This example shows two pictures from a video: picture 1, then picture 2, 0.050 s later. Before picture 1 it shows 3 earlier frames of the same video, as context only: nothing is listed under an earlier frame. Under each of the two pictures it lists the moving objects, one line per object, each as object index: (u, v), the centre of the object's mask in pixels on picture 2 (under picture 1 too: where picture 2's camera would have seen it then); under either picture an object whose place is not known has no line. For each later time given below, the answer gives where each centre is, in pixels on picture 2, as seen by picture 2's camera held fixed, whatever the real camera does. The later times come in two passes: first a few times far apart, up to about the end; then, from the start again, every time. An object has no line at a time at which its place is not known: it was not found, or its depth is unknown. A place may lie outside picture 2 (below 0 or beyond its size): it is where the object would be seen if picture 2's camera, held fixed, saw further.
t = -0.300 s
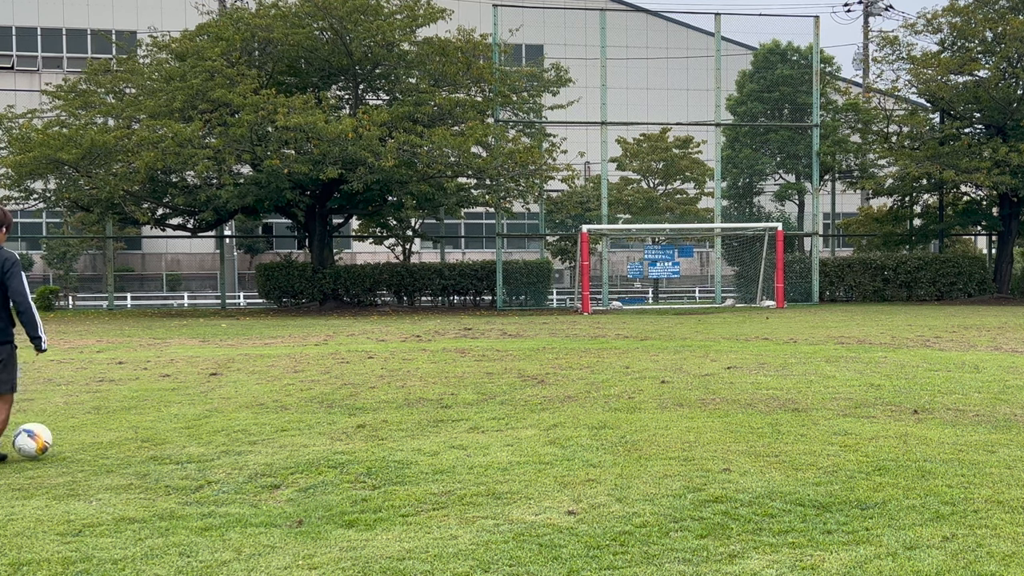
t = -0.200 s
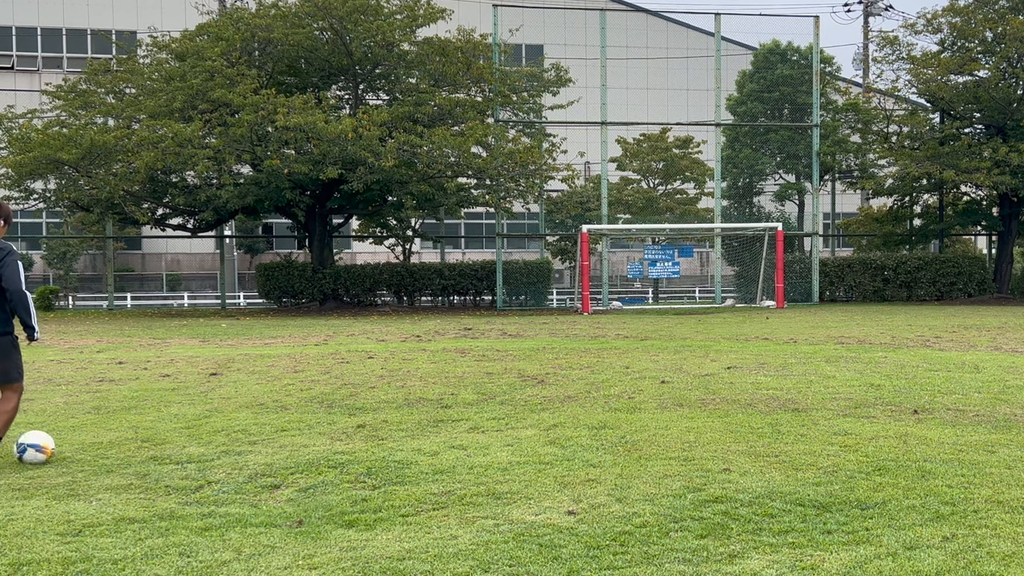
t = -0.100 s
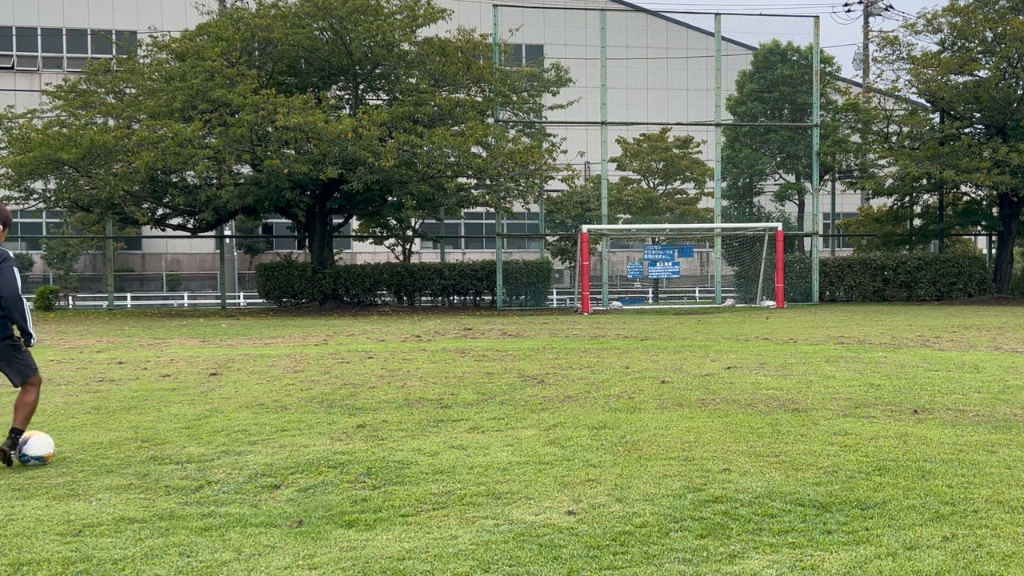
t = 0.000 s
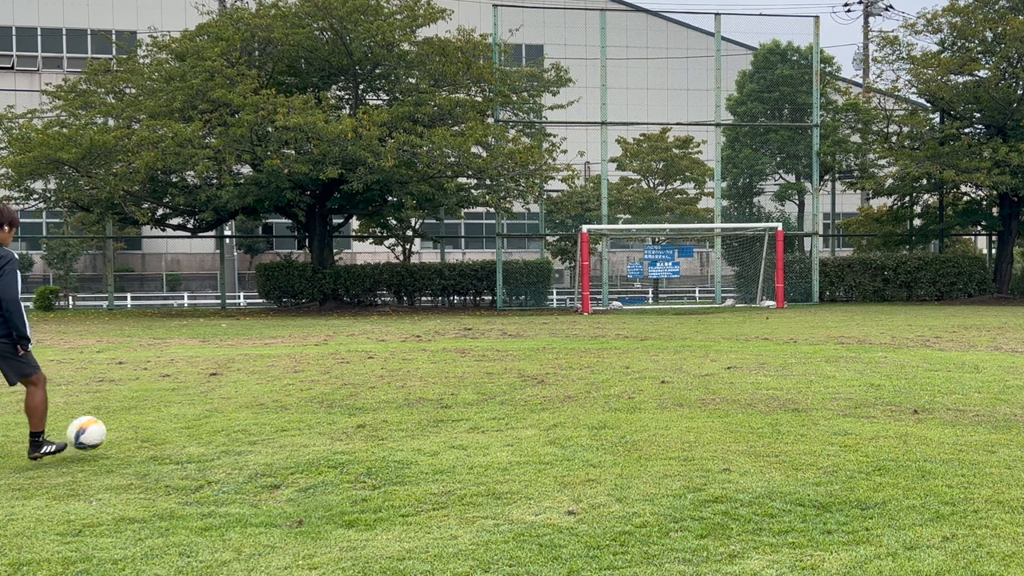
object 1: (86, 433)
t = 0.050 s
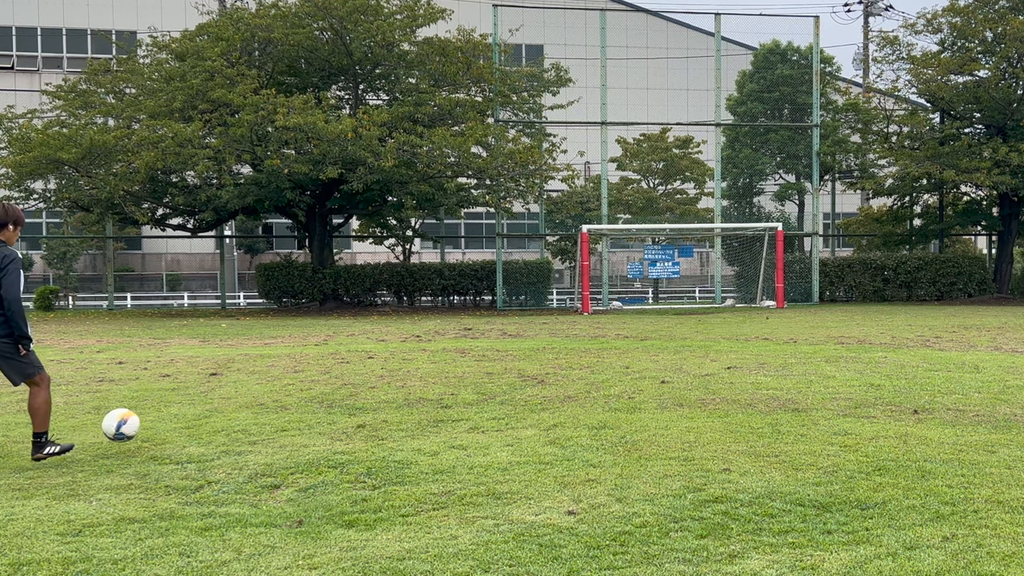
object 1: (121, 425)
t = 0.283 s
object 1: (254, 421)
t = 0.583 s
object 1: (345, 412)
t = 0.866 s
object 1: (416, 407)
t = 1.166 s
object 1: (474, 399)
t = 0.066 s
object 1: (132, 423)
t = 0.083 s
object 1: (143, 422)
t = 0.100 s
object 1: (154, 421)
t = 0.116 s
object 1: (165, 420)
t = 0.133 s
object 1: (175, 421)
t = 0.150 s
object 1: (186, 421)
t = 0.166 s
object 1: (196, 422)
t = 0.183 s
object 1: (206, 423)
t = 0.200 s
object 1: (216, 425)
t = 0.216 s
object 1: (226, 426)
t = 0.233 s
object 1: (236, 428)
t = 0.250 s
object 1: (242, 426)
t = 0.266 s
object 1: (248, 423)
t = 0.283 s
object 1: (254, 421)
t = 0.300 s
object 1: (259, 419)
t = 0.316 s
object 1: (265, 417)
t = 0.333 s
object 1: (270, 416)
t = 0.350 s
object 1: (275, 415)
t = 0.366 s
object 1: (280, 415)
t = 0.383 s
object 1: (285, 414)
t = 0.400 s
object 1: (290, 414)
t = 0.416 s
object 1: (296, 415)
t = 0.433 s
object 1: (301, 416)
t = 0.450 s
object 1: (306, 417)
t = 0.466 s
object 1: (311, 418)
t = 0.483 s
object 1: (316, 418)
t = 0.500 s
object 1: (321, 417)
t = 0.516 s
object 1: (326, 416)
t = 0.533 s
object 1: (331, 414)
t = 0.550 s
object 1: (336, 413)
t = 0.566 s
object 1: (340, 413)
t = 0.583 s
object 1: (345, 412)
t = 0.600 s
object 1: (349, 412)
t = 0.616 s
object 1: (354, 412)
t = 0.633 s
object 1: (358, 413)
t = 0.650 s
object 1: (363, 413)
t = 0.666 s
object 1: (367, 413)
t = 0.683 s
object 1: (372, 412)
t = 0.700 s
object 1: (376, 412)
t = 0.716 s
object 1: (380, 411)
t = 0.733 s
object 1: (384, 410)
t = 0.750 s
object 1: (388, 409)
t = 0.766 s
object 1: (393, 409)
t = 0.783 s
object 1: (396, 408)
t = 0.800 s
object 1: (400, 408)
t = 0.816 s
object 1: (404, 407)
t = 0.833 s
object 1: (408, 407)
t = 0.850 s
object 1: (412, 407)
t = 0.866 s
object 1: (416, 407)
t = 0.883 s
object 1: (420, 407)
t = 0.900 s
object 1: (424, 406)
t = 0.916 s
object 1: (427, 406)
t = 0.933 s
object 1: (430, 406)
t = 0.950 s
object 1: (434, 405)
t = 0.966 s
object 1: (437, 404)
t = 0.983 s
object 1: (440, 404)
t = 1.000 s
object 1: (443, 403)
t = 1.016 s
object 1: (446, 402)
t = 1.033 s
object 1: (450, 402)
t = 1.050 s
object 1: (452, 402)
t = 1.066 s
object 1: (456, 401)
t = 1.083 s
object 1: (459, 401)
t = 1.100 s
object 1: (462, 401)
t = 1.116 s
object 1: (465, 400)
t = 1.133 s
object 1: (468, 400)
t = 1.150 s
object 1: (471, 399)
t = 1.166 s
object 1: (474, 399)
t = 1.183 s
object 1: (476, 398)
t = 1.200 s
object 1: (479, 397)
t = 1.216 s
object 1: (481, 398)
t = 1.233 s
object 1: (484, 398)
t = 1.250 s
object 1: (487, 398)
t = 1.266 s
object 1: (490, 397)
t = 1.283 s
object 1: (492, 397)
